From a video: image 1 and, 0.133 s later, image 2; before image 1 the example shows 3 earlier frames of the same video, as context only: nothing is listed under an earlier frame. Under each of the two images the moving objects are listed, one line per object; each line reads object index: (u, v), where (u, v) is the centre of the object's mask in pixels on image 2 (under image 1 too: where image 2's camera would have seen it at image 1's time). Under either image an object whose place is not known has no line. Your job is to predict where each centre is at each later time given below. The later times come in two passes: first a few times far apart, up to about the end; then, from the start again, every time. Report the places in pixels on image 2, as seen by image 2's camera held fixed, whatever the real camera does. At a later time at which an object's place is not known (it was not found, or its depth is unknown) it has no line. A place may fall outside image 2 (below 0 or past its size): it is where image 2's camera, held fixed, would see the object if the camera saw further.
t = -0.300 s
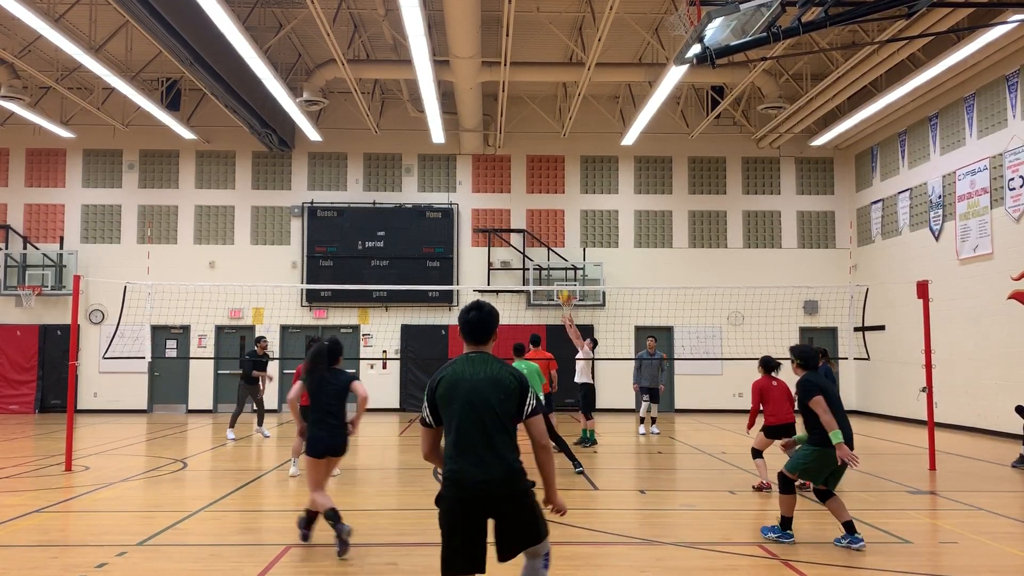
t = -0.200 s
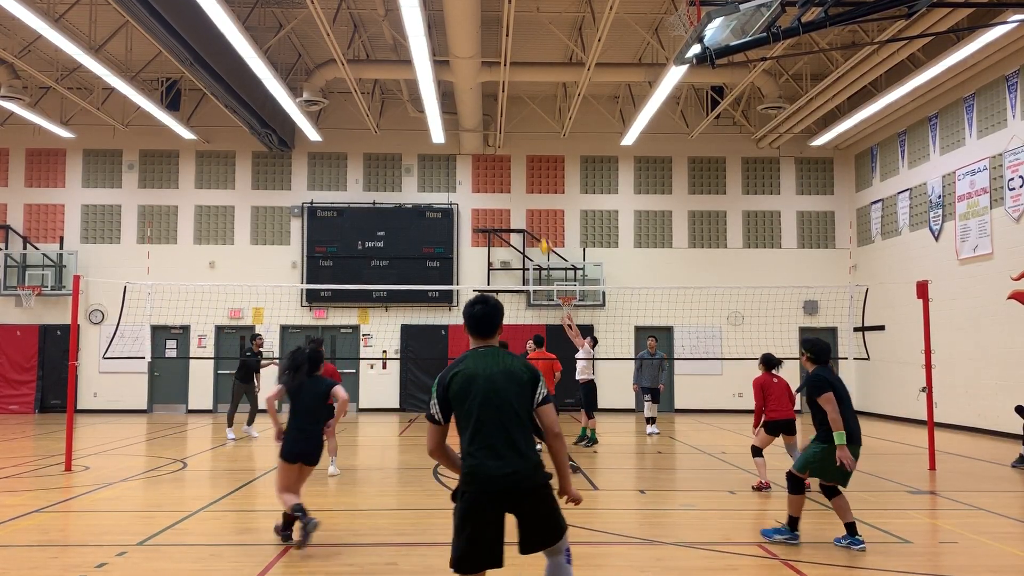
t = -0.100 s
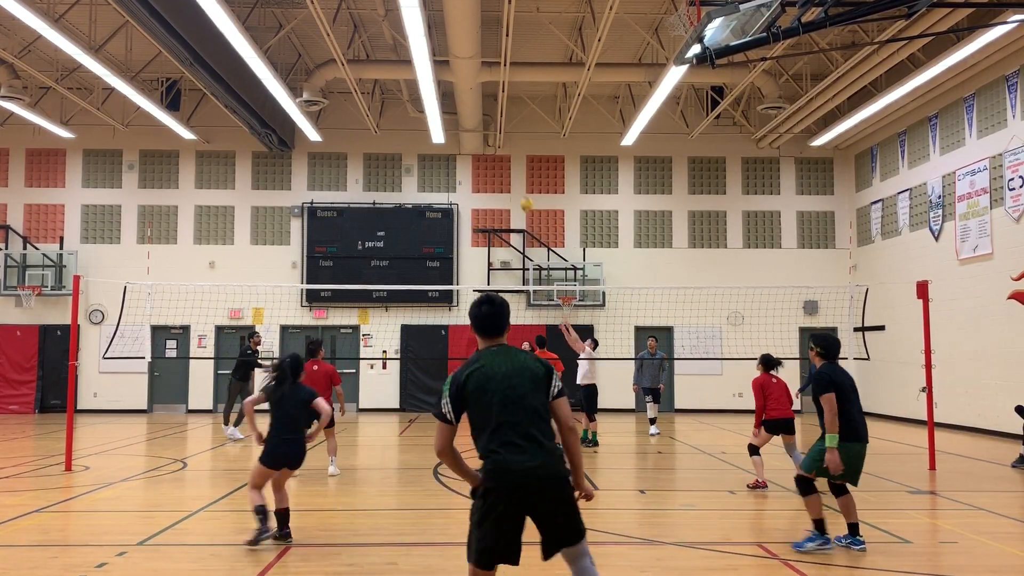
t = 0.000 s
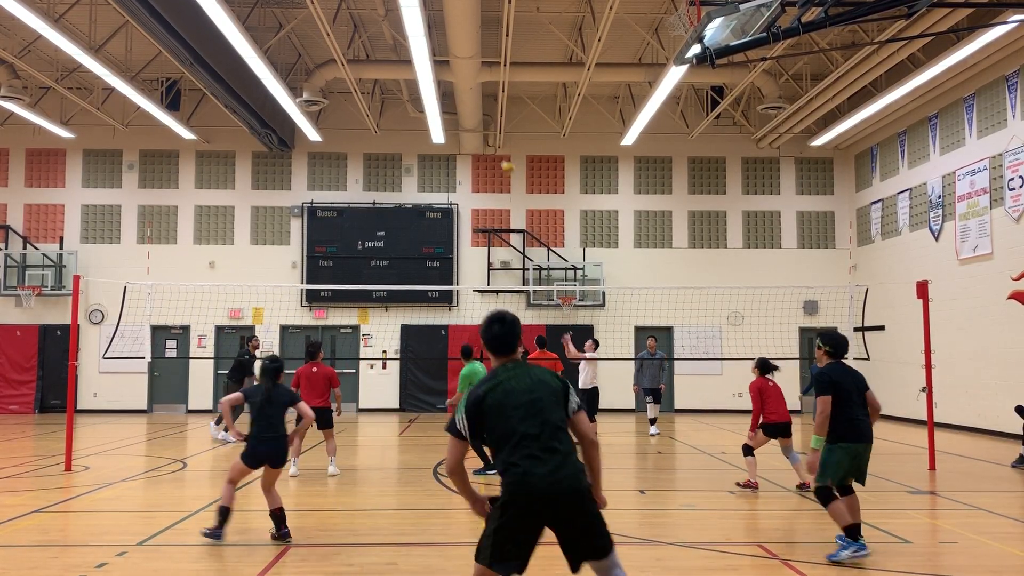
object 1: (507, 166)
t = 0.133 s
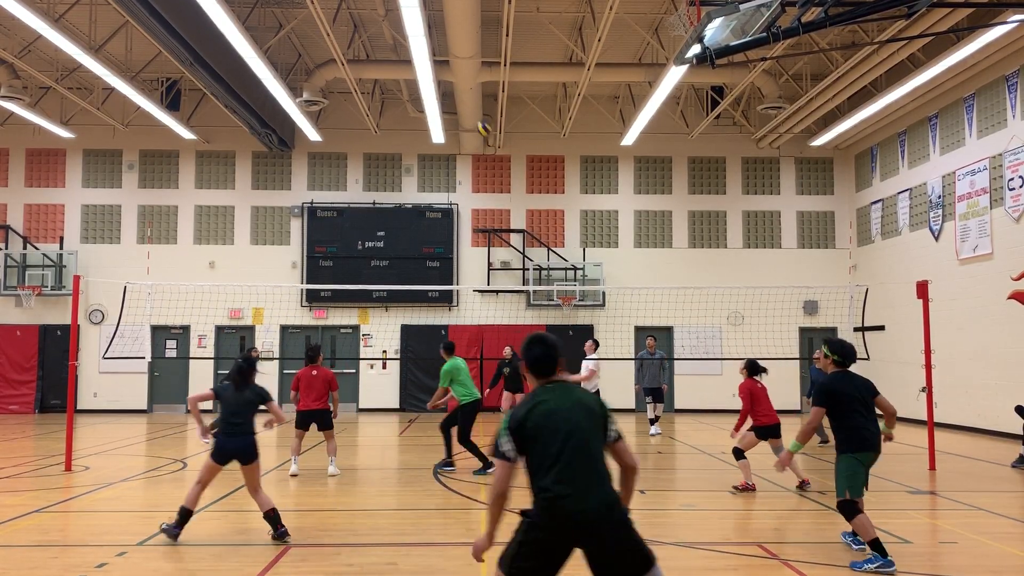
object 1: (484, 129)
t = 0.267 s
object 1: (458, 99)
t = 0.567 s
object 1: (404, 74)
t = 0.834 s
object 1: (354, 102)
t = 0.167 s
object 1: (478, 120)
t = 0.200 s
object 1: (471, 112)
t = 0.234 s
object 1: (465, 105)
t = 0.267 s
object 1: (458, 99)
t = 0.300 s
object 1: (452, 93)
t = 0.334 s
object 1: (447, 88)
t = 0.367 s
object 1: (441, 84)
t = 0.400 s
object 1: (436, 82)
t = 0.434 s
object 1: (429, 79)
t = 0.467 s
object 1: (423, 77)
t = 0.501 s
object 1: (416, 76)
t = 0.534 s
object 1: (410, 74)
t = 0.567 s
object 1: (404, 74)
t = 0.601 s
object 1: (399, 75)
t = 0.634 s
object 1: (393, 77)
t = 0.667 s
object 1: (386, 79)
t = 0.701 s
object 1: (380, 82)
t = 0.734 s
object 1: (375, 86)
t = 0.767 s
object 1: (369, 91)
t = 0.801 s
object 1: (361, 96)
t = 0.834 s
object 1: (354, 102)
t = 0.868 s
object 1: (347, 109)
